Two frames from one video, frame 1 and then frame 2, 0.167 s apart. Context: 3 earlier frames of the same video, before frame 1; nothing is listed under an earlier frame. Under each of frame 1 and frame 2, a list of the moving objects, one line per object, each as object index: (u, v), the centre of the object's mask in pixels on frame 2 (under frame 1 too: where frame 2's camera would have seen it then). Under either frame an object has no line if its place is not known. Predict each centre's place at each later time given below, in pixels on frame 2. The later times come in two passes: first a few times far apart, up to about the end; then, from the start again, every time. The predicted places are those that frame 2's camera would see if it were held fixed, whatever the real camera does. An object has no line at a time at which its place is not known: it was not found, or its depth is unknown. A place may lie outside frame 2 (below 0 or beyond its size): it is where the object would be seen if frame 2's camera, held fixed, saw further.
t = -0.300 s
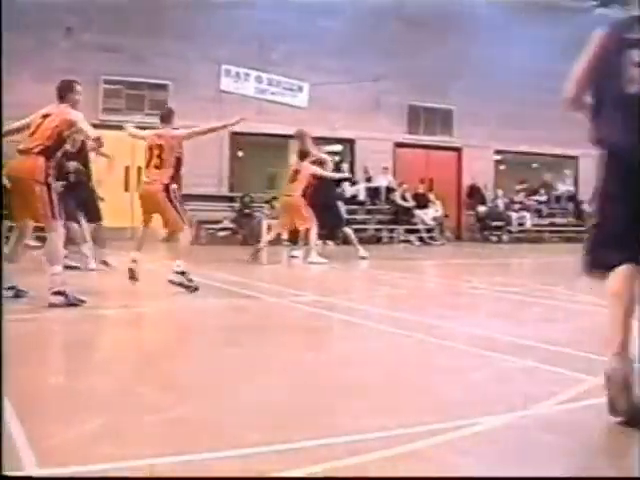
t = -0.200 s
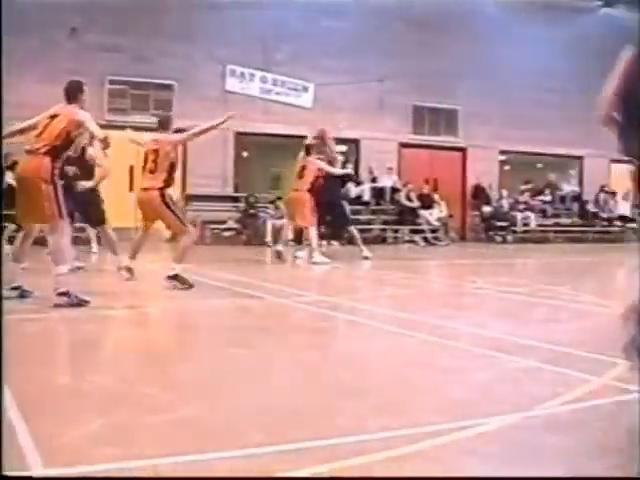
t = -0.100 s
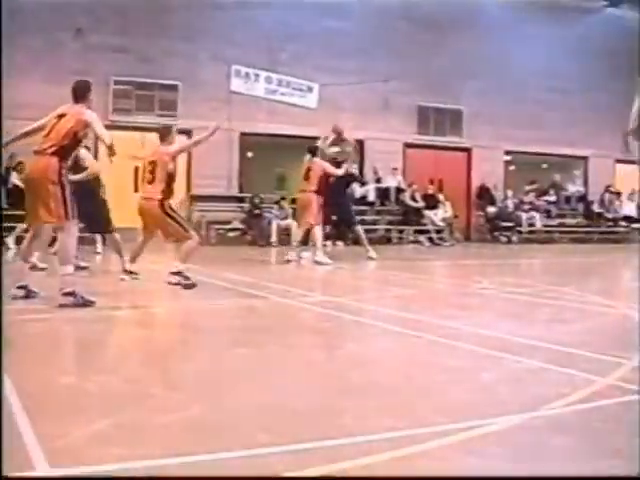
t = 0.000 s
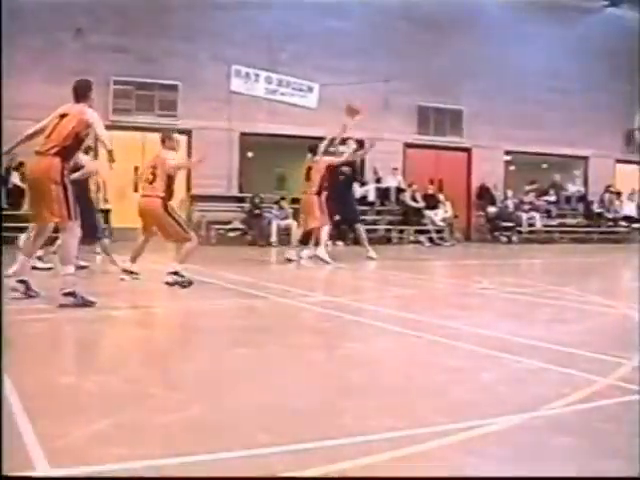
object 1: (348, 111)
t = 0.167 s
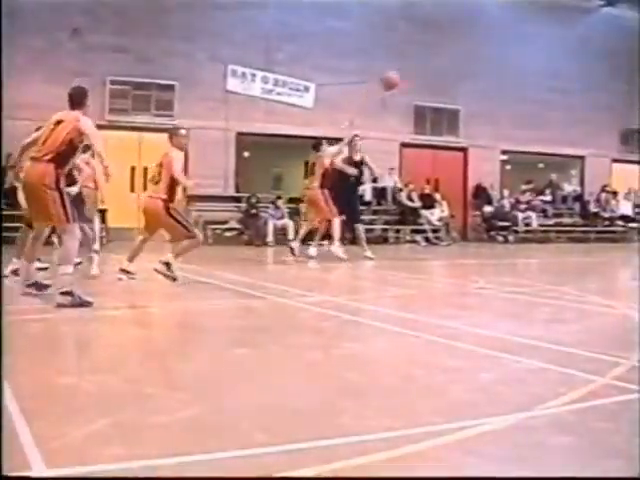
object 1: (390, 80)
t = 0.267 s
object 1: (418, 72)
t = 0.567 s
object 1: (552, 99)
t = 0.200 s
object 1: (398, 76)
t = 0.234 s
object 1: (408, 74)
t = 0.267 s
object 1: (418, 72)
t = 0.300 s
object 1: (427, 70)
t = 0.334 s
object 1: (440, 69)
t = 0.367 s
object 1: (451, 69)
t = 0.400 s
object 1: (463, 70)
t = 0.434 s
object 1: (478, 72)
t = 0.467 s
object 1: (498, 77)
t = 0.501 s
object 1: (516, 82)
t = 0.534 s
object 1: (533, 89)
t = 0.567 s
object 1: (552, 99)
